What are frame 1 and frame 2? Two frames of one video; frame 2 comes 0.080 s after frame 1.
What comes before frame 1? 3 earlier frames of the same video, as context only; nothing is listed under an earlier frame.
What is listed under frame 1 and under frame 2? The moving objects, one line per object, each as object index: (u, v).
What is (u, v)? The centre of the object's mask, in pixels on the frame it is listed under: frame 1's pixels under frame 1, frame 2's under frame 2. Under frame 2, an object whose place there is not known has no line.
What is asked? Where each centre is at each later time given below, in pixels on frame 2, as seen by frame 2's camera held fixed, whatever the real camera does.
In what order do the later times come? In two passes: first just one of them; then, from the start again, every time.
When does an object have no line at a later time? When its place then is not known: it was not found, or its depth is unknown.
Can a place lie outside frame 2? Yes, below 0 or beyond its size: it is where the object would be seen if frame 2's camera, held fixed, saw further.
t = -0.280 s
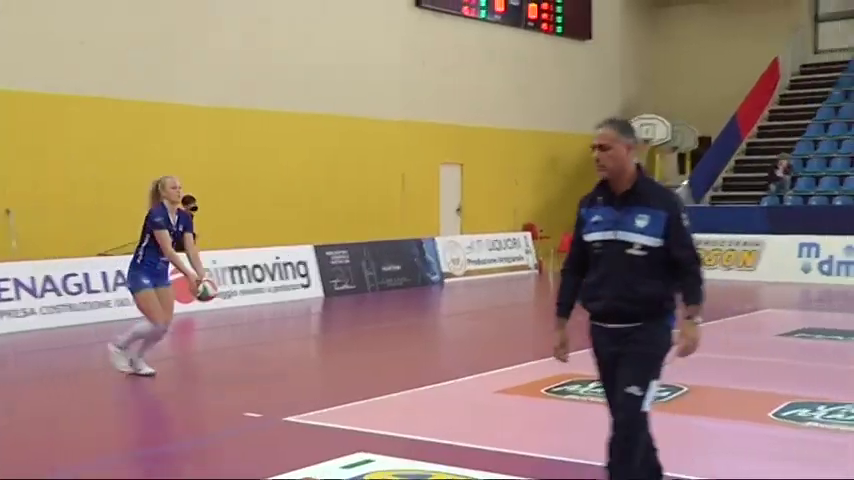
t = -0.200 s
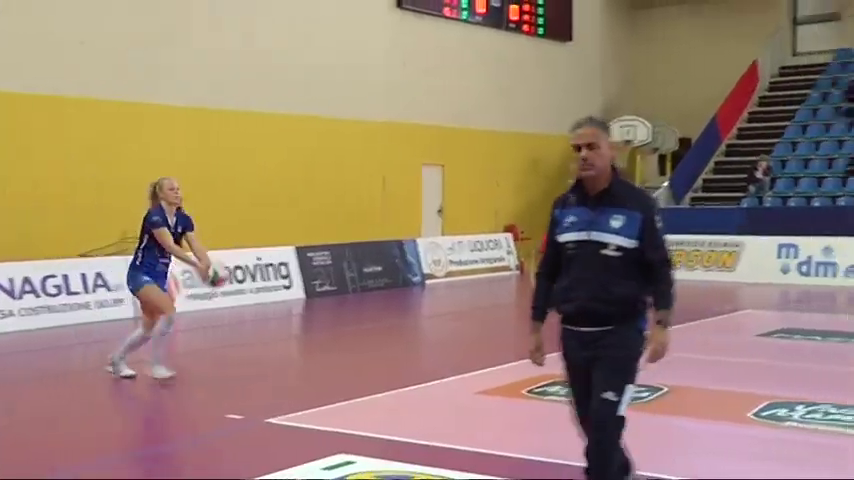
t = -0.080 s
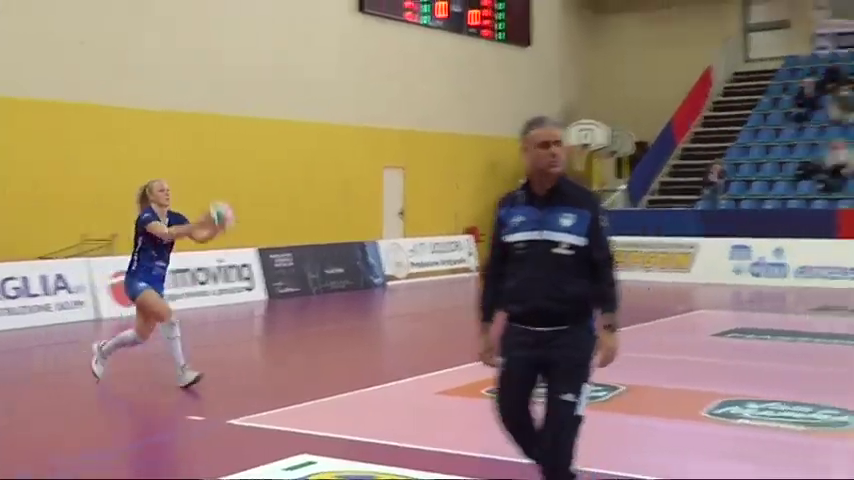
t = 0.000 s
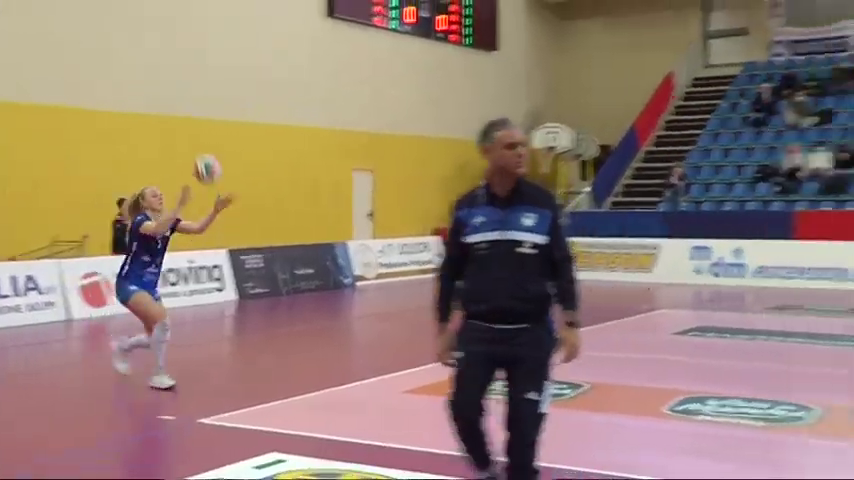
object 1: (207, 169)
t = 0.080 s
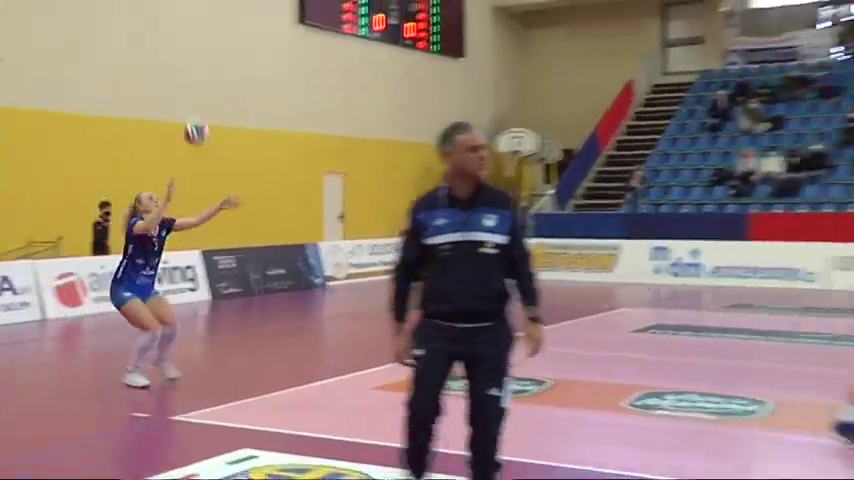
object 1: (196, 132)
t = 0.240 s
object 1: (227, 75)
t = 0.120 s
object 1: (204, 115)
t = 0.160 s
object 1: (213, 100)
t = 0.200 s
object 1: (219, 86)
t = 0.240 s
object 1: (227, 75)
